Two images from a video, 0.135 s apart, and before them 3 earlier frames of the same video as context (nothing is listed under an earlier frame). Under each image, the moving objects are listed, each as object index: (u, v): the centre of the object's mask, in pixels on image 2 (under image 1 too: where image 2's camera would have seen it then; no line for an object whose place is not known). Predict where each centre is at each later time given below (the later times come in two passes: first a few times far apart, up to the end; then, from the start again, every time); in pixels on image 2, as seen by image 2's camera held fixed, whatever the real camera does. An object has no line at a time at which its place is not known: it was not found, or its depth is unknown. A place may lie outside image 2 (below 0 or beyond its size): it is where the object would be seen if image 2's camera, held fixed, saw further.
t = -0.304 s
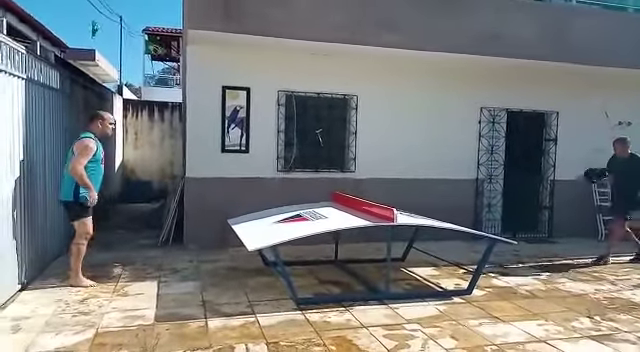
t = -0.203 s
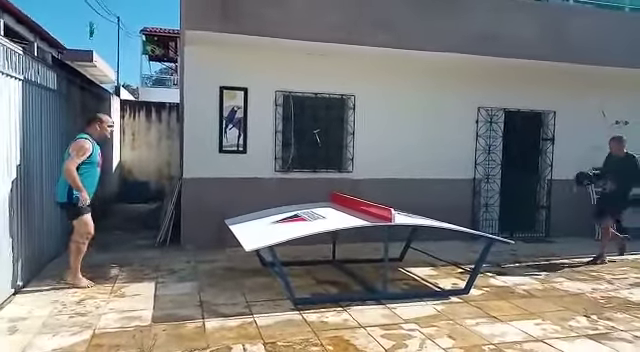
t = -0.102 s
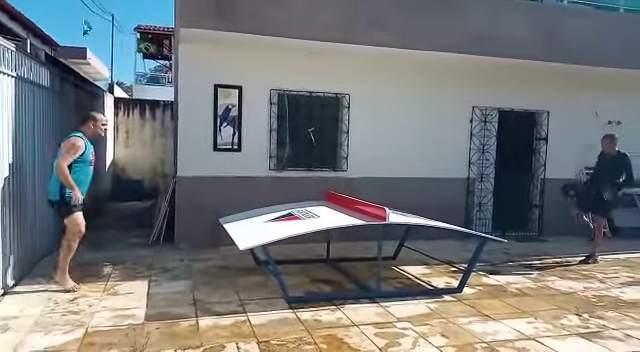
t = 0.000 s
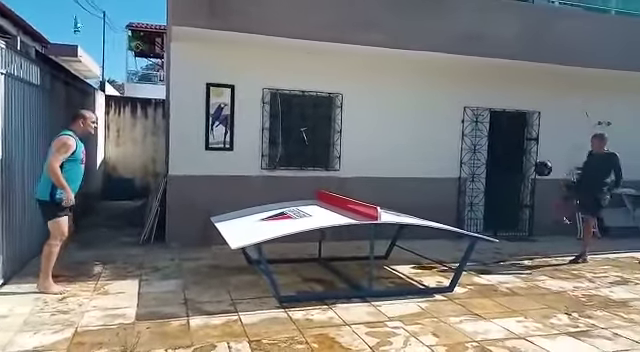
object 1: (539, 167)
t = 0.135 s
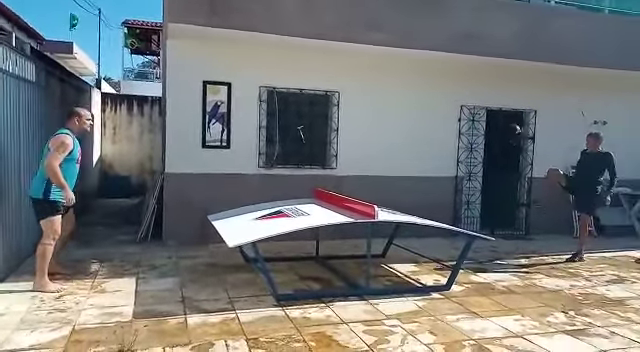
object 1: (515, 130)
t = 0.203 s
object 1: (502, 116)
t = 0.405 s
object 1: (452, 99)
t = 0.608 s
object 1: (406, 111)
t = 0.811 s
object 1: (359, 156)
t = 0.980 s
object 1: (327, 177)
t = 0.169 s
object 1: (507, 122)
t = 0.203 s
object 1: (502, 116)
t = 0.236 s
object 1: (490, 111)
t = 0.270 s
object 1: (482, 108)
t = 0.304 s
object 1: (475, 105)
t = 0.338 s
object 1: (467, 102)
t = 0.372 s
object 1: (460, 101)
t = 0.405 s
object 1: (452, 99)
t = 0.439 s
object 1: (444, 99)
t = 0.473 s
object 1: (437, 100)
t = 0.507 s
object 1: (430, 102)
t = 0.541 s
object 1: (422, 104)
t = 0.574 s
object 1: (414, 107)
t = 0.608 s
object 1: (406, 111)
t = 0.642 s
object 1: (398, 117)
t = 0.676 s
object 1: (391, 123)
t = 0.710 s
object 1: (382, 129)
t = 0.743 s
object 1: (374, 138)
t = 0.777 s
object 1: (366, 146)
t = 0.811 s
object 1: (359, 156)
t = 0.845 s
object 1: (350, 167)
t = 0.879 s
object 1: (343, 179)
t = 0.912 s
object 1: (336, 188)
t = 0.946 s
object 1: (330, 186)
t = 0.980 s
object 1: (327, 177)
